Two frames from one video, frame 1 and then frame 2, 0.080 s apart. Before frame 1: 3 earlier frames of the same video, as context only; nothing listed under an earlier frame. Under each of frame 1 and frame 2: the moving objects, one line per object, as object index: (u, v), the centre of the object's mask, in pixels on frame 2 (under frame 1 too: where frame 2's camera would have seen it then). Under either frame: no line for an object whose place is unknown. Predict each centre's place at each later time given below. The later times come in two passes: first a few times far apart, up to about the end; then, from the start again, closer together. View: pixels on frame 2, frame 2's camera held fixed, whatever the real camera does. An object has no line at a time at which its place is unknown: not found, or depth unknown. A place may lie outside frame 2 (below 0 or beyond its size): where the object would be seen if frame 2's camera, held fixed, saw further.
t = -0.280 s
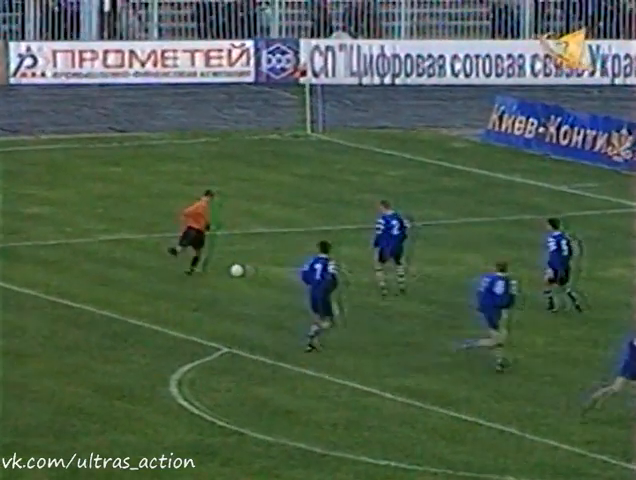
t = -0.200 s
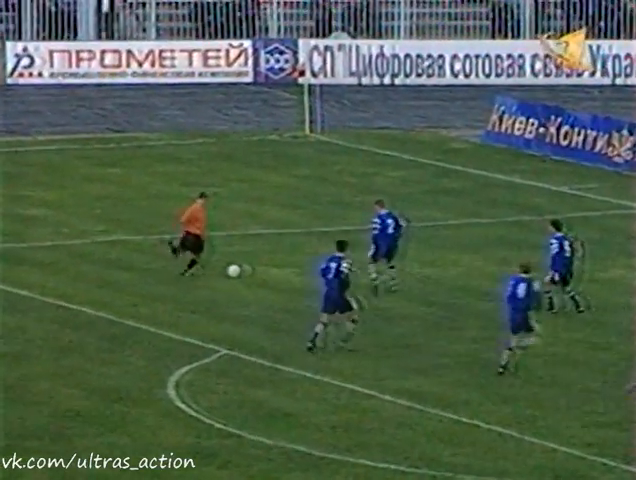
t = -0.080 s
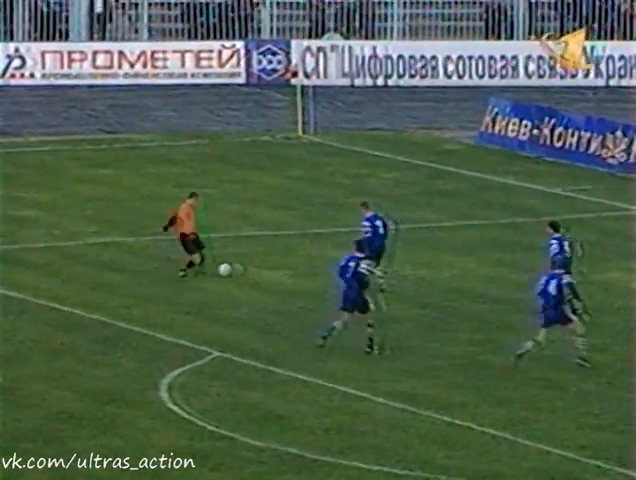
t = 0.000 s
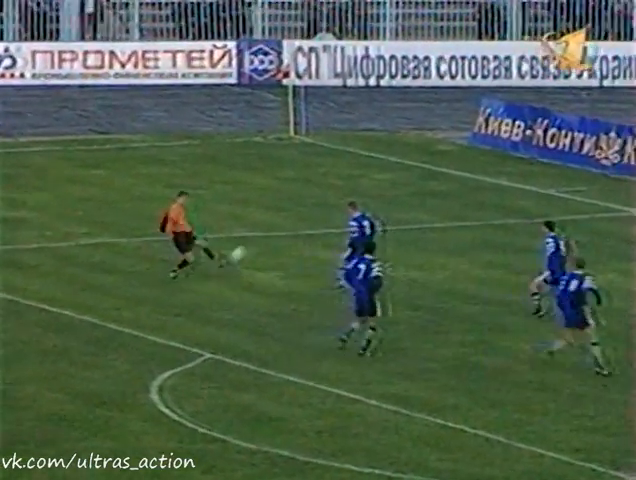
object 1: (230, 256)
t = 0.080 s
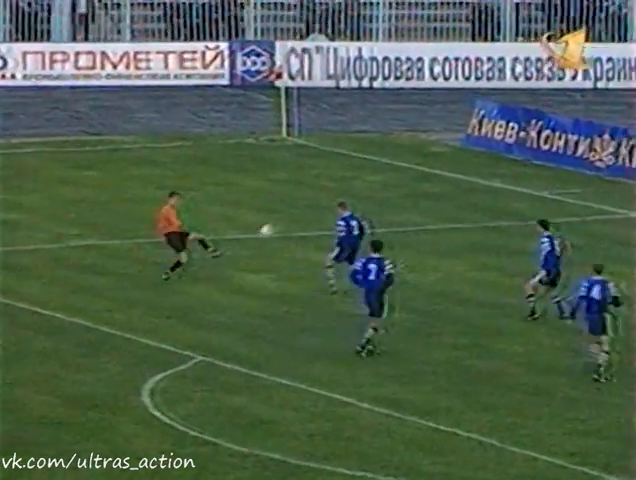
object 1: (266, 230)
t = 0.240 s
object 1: (337, 191)
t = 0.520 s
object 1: (457, 157)
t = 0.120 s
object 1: (284, 219)
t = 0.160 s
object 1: (302, 209)
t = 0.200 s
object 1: (320, 200)
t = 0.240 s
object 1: (337, 191)
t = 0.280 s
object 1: (355, 184)
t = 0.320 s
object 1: (372, 177)
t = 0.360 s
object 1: (389, 172)
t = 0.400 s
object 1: (407, 167)
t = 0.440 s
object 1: (423, 162)
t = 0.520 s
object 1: (457, 157)
